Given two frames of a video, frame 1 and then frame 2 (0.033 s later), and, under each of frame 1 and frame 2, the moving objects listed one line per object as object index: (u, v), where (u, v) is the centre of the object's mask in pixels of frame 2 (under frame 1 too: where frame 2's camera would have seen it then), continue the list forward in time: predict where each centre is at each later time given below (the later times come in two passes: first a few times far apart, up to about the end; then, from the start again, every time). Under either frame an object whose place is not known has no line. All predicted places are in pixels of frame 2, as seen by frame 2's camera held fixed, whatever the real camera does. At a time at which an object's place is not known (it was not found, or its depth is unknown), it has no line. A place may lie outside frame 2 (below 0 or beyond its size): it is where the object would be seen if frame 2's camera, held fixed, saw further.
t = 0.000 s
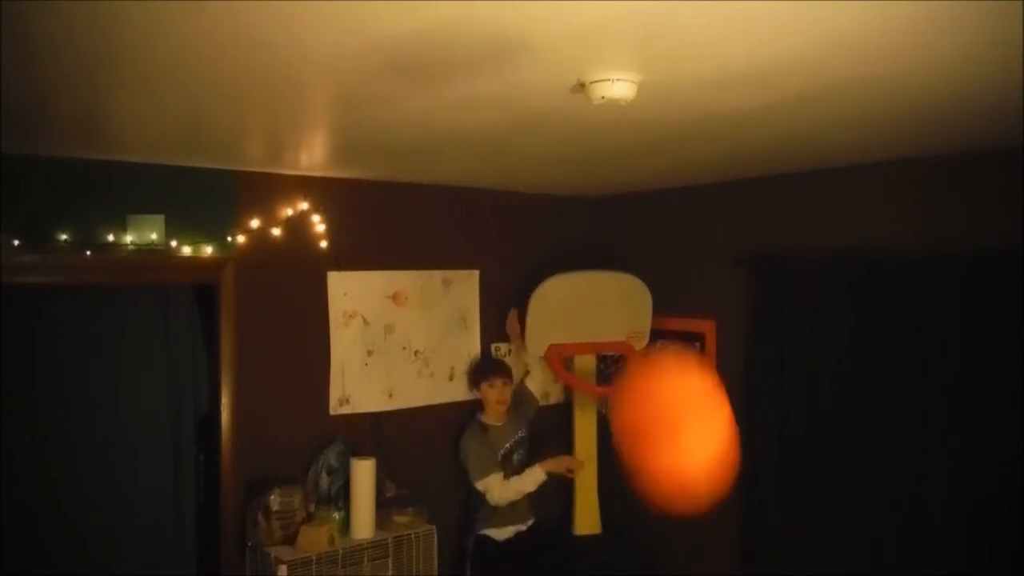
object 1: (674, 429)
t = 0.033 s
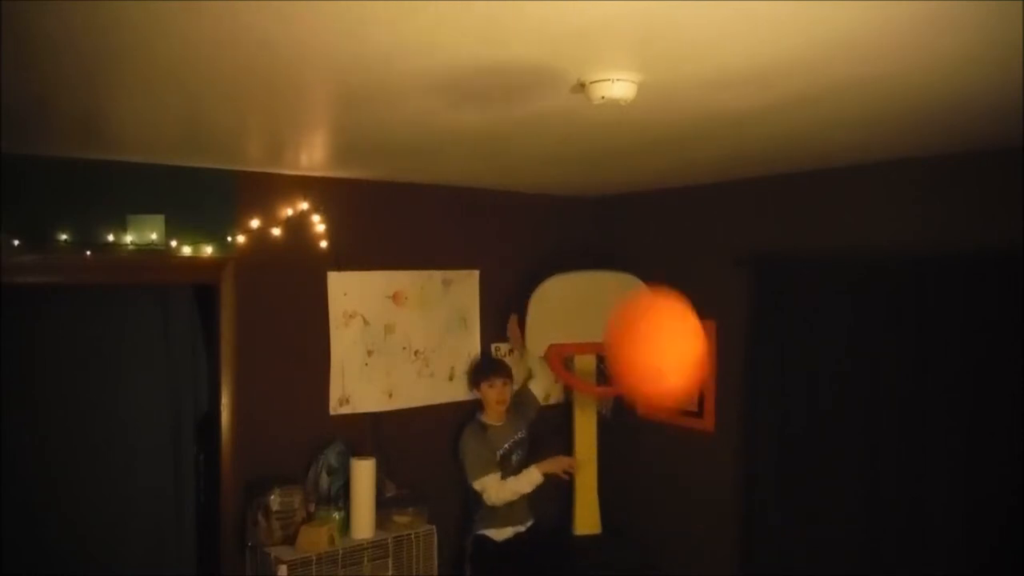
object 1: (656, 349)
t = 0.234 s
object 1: (610, 235)
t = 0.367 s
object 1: (600, 265)
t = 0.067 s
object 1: (643, 298)
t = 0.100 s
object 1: (633, 268)
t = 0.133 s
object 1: (625, 250)
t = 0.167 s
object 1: (619, 239)
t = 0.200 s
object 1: (614, 235)
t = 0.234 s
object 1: (610, 235)
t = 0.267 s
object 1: (607, 239)
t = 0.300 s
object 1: (604, 245)
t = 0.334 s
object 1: (602, 255)
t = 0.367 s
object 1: (600, 265)
